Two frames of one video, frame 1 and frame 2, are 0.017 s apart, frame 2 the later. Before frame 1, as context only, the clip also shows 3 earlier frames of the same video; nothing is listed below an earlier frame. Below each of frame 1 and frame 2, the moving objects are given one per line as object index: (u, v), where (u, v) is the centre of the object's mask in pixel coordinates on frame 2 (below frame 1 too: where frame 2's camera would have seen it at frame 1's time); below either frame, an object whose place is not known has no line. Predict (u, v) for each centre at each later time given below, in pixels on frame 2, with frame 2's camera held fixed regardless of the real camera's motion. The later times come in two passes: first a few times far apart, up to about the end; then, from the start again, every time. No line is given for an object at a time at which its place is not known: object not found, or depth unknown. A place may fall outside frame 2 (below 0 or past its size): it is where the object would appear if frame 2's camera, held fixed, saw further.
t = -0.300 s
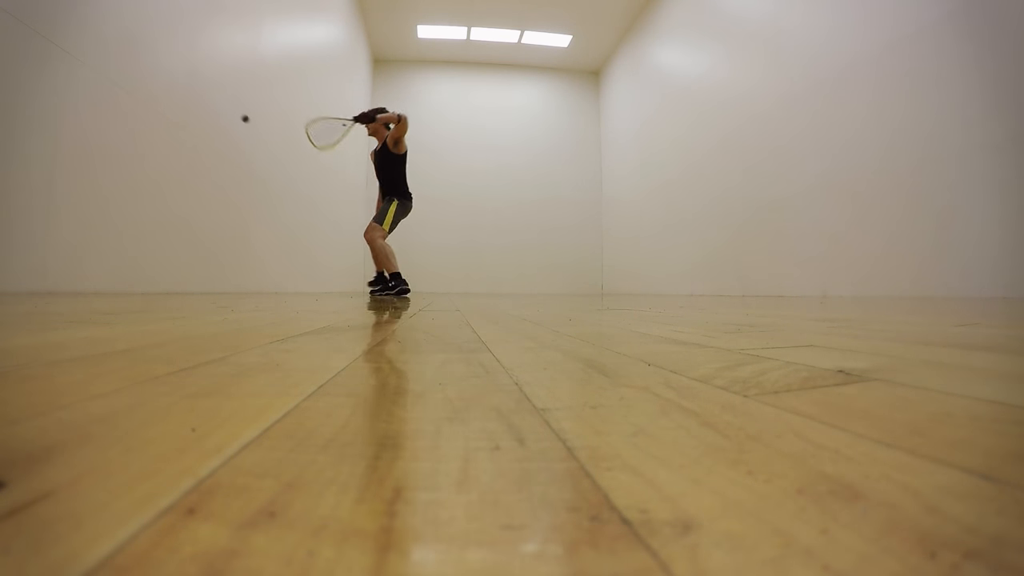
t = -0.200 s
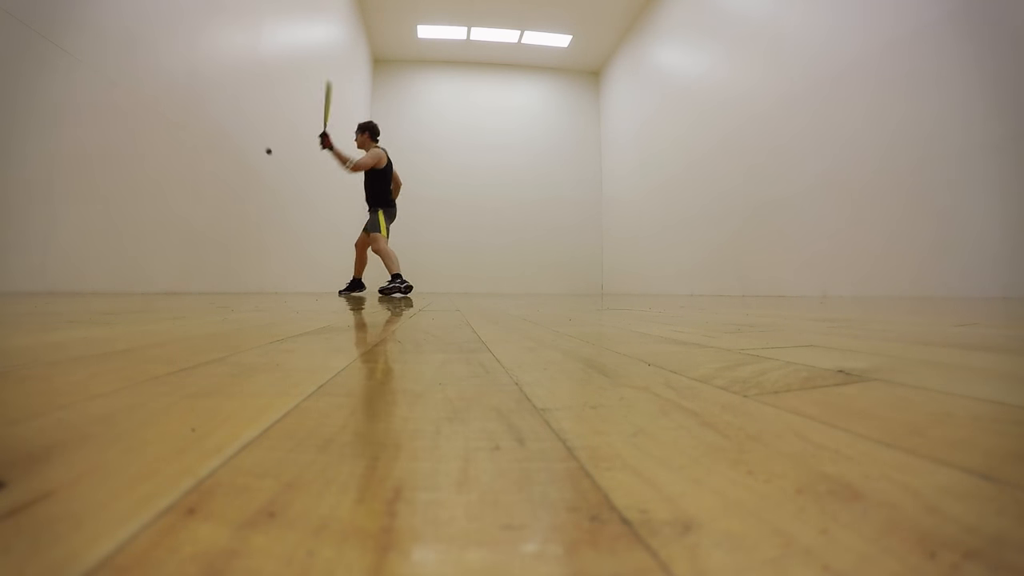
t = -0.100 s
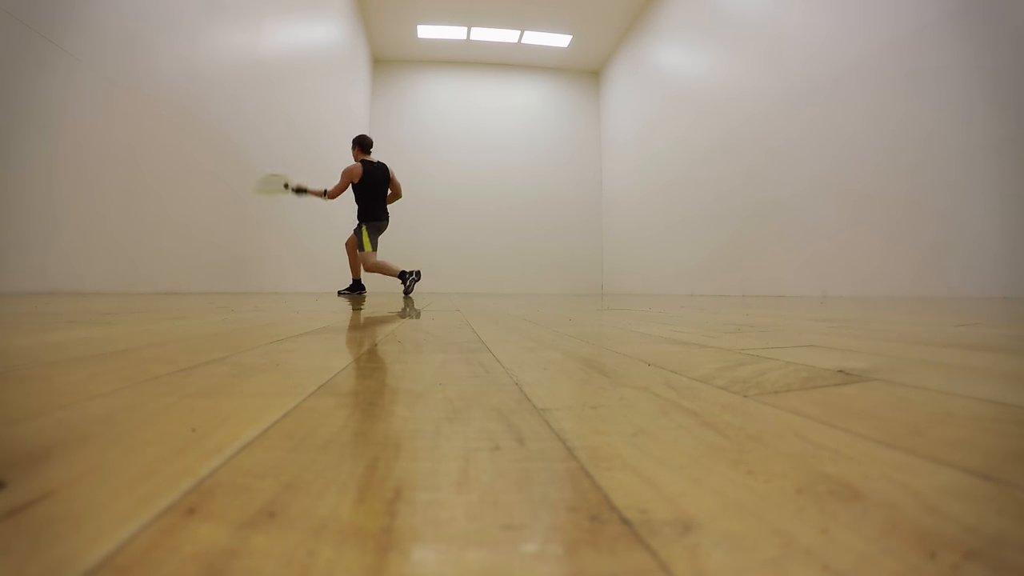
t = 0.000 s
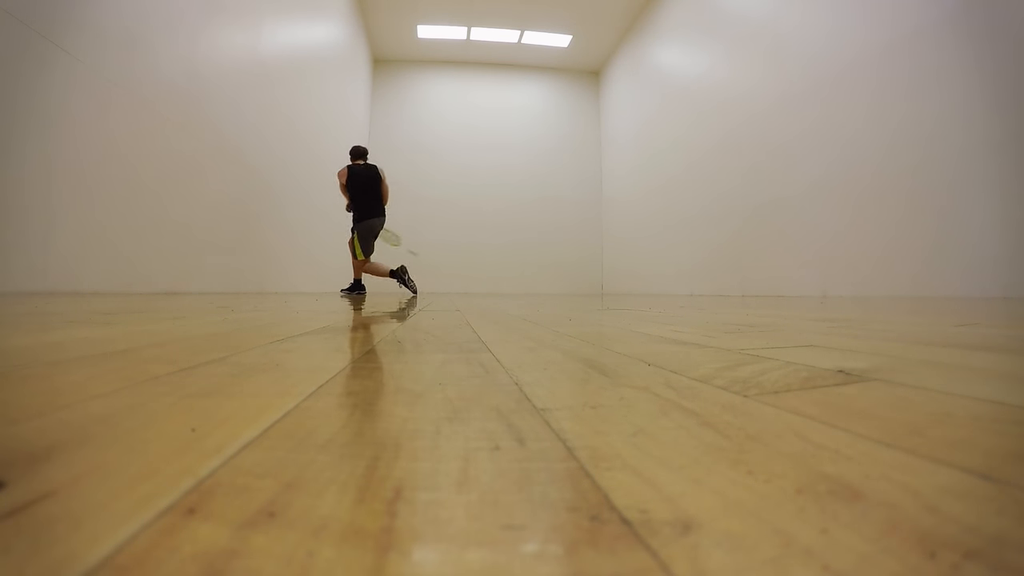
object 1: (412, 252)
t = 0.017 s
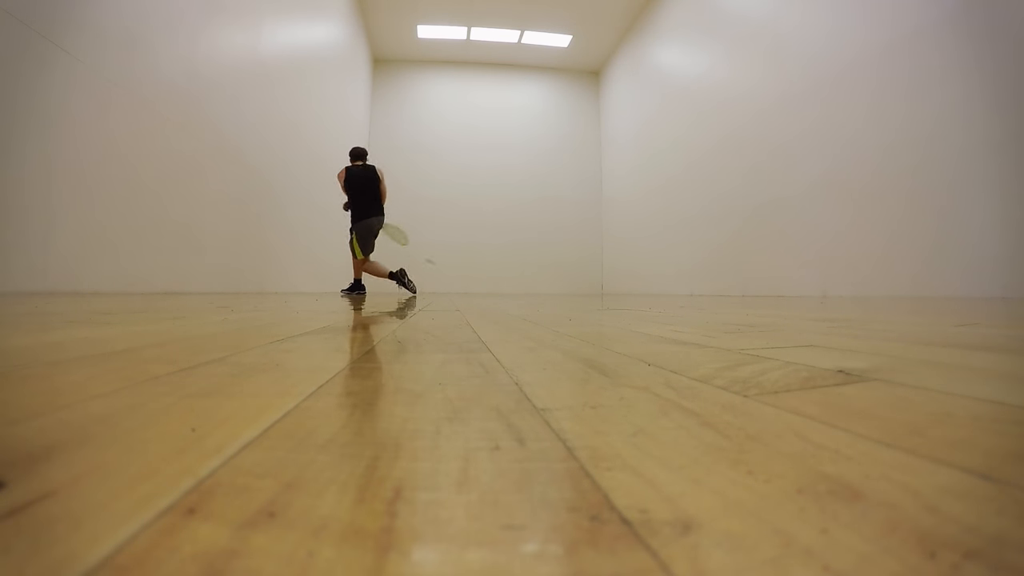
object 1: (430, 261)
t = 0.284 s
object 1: (563, 293)
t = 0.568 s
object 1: (701, 292)
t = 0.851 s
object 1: (724, 274)
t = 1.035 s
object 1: (745, 287)
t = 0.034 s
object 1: (443, 268)
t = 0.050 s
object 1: (455, 274)
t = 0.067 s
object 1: (466, 279)
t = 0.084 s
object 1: (476, 285)
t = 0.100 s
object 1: (484, 289)
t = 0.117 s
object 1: (491, 292)
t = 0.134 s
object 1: (498, 292)
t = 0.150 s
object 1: (505, 292)
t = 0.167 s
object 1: (512, 292)
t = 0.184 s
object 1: (518, 292)
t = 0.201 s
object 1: (526, 293)
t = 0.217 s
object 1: (533, 292)
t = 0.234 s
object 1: (540, 293)
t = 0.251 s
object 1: (548, 293)
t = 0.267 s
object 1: (556, 293)
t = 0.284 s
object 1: (563, 293)
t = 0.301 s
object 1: (571, 292)
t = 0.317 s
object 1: (578, 293)
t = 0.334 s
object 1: (586, 292)
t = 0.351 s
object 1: (594, 292)
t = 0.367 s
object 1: (602, 292)
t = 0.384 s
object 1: (611, 293)
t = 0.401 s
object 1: (619, 292)
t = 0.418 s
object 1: (626, 292)
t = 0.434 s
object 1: (634, 292)
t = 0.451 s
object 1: (642, 292)
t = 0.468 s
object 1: (650, 292)
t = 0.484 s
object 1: (659, 292)
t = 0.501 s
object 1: (668, 293)
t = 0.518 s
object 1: (676, 293)
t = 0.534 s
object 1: (685, 293)
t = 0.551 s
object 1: (693, 292)
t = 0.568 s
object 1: (701, 292)
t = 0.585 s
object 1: (710, 291)
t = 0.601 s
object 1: (712, 289)
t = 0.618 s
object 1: (712, 287)
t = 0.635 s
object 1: (713, 285)
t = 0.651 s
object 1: (713, 284)
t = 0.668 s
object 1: (714, 282)
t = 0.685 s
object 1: (715, 280)
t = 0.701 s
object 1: (716, 279)
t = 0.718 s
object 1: (716, 278)
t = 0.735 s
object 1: (717, 276)
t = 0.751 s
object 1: (718, 275)
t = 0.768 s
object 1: (719, 275)
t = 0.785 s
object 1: (720, 274)
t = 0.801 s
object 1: (721, 274)
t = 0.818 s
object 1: (722, 274)
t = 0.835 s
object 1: (723, 274)
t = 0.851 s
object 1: (724, 274)
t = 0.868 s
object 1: (725, 275)
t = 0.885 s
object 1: (727, 276)
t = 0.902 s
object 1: (728, 277)
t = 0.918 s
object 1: (729, 279)
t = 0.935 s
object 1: (732, 281)
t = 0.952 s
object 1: (733, 283)
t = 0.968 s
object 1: (735, 286)
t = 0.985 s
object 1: (736, 289)
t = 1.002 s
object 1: (739, 293)
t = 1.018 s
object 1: (742, 291)
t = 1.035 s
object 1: (745, 287)
